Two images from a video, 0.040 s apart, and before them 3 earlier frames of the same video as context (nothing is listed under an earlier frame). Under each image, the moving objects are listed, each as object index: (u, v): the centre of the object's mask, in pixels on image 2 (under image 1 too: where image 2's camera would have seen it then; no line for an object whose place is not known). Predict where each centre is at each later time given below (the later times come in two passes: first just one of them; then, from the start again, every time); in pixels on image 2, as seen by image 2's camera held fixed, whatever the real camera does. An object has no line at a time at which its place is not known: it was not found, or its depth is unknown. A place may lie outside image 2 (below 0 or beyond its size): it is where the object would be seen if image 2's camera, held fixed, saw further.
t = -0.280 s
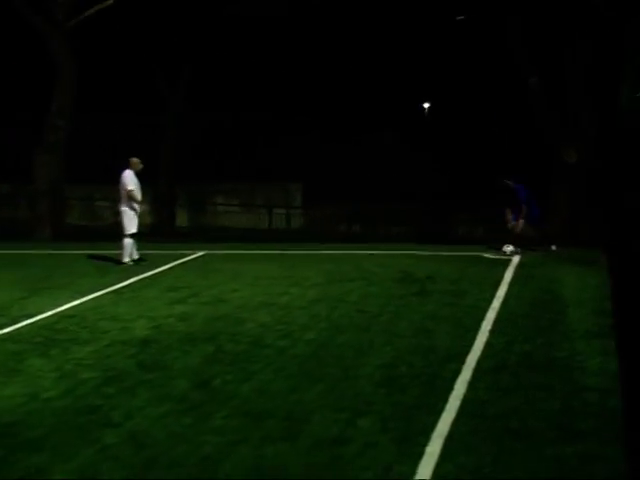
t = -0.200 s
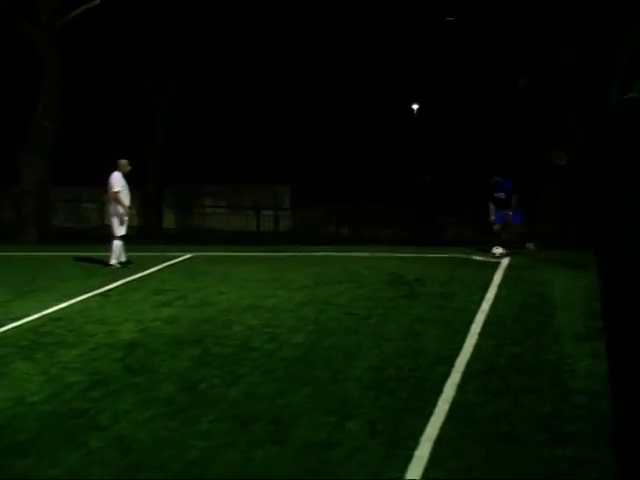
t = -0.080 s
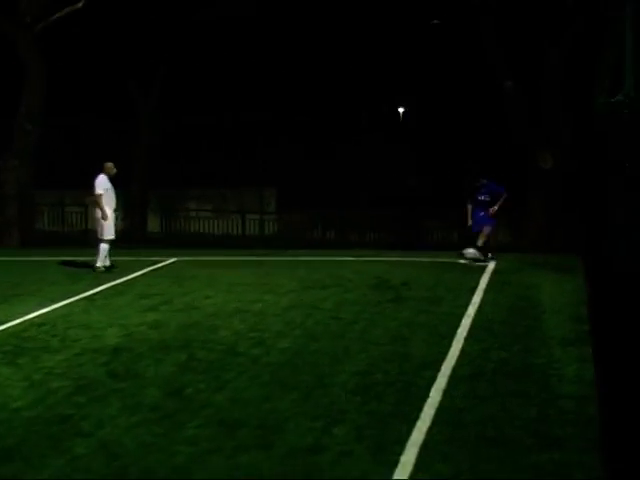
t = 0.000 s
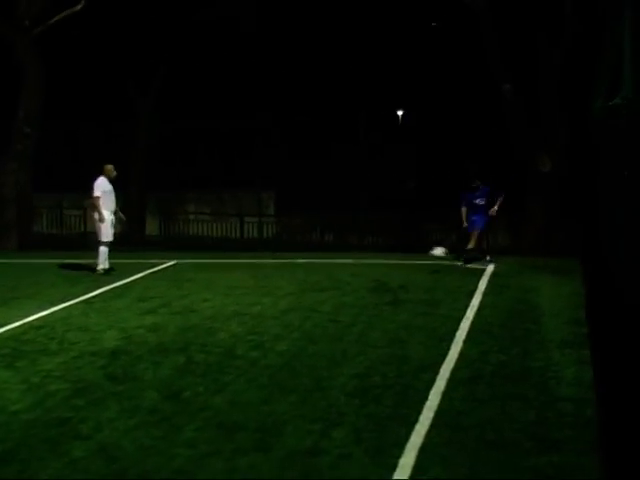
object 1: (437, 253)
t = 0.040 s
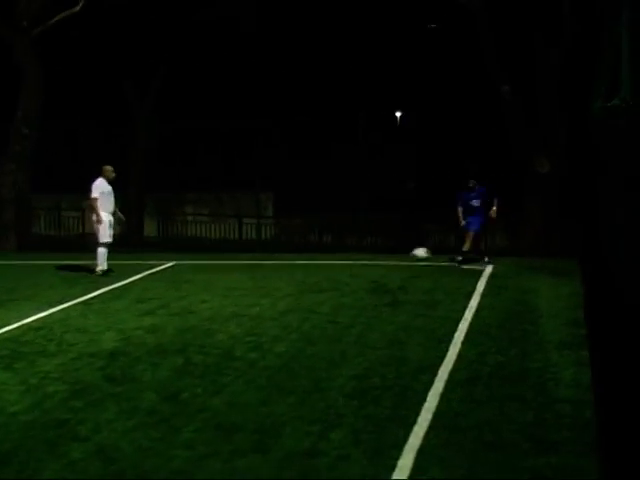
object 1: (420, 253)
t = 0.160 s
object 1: (365, 258)
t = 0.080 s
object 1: (403, 253)
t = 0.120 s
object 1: (385, 256)
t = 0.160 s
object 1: (365, 258)
